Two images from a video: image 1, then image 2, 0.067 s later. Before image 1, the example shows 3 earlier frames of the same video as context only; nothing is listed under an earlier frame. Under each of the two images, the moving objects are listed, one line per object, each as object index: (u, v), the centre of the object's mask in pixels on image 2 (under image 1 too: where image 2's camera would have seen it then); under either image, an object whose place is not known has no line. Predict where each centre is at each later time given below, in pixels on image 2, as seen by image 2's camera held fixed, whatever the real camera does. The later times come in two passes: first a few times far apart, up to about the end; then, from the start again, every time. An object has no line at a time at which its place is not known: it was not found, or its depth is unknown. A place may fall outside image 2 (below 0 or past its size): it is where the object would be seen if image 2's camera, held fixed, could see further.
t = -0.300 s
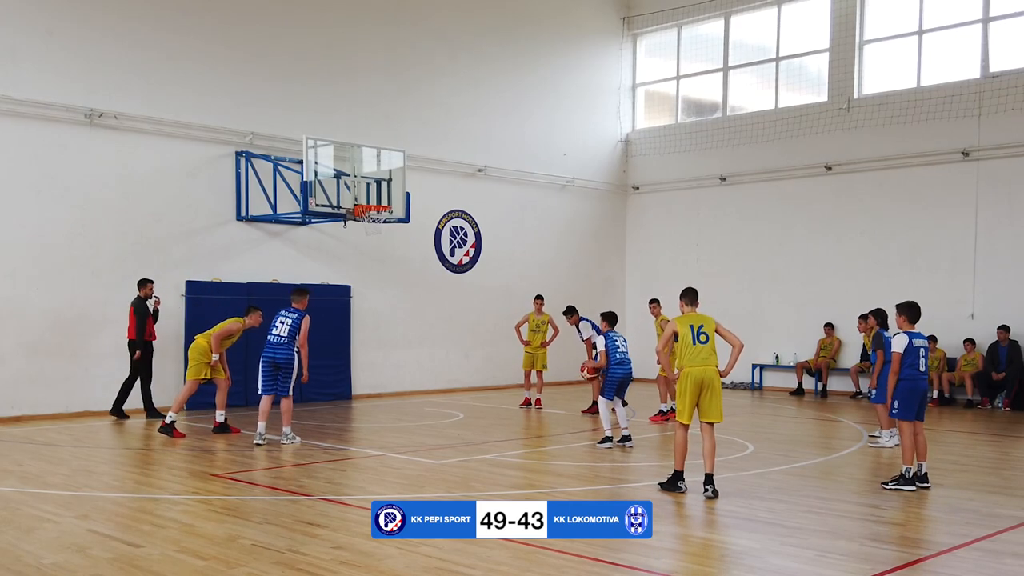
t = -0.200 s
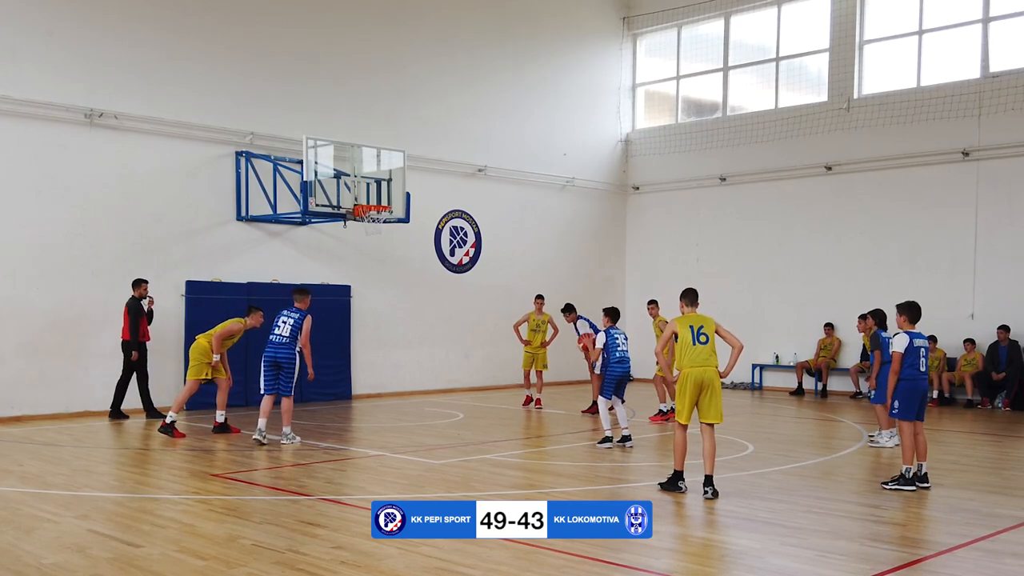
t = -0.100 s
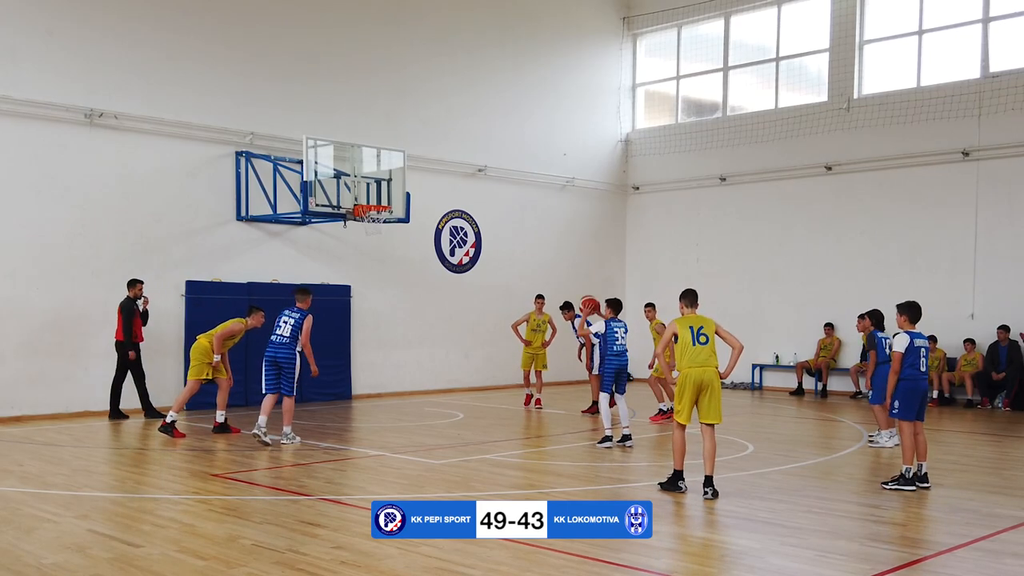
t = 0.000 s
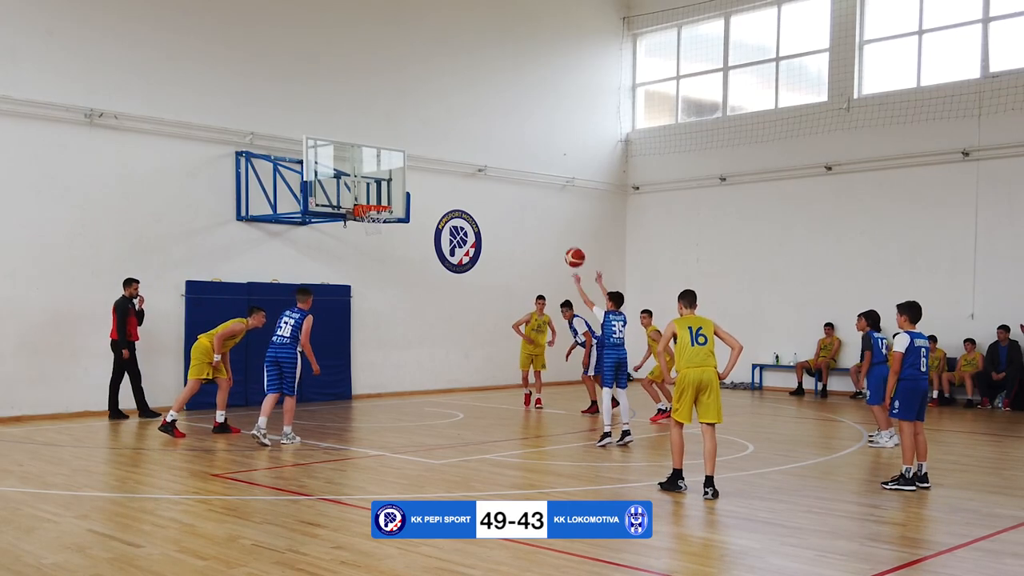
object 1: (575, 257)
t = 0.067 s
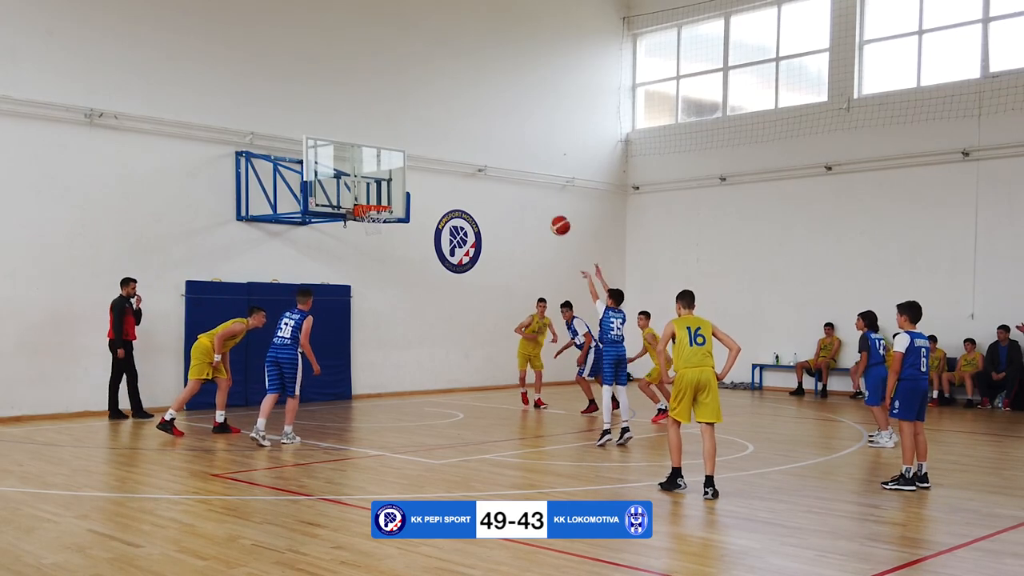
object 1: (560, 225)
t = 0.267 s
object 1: (518, 155)
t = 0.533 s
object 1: (468, 114)
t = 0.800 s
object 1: (423, 129)
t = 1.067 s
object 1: (383, 190)
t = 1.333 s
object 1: (361, 248)
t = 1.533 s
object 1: (353, 297)
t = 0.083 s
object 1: (556, 218)
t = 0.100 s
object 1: (553, 211)
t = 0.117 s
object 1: (549, 204)
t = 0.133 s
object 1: (546, 198)
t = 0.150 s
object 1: (542, 192)
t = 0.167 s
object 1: (539, 185)
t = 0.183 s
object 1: (535, 180)
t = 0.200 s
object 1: (532, 174)
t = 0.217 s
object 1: (528, 169)
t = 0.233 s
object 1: (525, 164)
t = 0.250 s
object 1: (521, 159)
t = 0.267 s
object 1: (518, 155)
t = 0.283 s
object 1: (515, 150)
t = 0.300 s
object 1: (512, 146)
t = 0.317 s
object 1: (508, 143)
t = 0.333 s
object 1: (505, 139)
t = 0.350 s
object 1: (502, 136)
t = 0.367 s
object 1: (499, 133)
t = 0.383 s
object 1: (496, 130)
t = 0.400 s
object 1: (493, 127)
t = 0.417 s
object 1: (490, 125)
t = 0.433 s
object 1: (486, 122)
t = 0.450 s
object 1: (483, 121)
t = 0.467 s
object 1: (480, 119)
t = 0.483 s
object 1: (477, 117)
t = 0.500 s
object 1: (474, 116)
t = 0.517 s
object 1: (471, 115)
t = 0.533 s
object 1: (468, 114)
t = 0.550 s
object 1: (465, 113)
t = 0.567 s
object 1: (462, 113)
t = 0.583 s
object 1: (459, 113)
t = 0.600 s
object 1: (457, 113)
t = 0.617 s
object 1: (454, 113)
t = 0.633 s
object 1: (451, 114)
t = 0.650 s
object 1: (448, 114)
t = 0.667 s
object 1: (445, 115)
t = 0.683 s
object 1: (442, 116)
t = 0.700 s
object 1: (439, 117)
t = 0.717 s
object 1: (436, 119)
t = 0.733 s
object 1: (434, 120)
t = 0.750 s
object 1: (431, 122)
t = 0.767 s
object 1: (428, 124)
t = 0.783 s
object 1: (425, 127)
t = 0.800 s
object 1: (423, 129)
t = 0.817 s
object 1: (420, 131)
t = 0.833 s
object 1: (417, 134)
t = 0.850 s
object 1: (415, 137)
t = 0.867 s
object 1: (412, 140)
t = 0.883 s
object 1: (410, 144)
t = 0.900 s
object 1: (407, 147)
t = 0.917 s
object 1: (405, 151)
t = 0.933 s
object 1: (402, 154)
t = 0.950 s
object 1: (400, 158)
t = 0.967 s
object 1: (397, 163)
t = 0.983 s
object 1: (395, 167)
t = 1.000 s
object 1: (392, 172)
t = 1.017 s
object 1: (390, 176)
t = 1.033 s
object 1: (388, 181)
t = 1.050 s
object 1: (385, 186)
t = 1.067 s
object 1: (383, 190)
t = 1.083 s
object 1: (380, 196)
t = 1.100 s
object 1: (378, 199)
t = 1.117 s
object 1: (375, 202)
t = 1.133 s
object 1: (375, 217)
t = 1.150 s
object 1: (372, 221)
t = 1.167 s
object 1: (369, 225)
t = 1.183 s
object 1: (367, 228)
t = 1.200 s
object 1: (366, 230)
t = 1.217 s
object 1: (365, 231)
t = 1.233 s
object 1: (364, 233)
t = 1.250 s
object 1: (364, 235)
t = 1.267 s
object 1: (363, 237)
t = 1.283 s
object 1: (362, 239)
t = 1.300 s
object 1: (362, 242)
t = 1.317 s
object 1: (362, 245)
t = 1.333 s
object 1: (361, 248)
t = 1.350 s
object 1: (360, 251)
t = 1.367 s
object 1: (359, 254)
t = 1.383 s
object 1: (359, 258)
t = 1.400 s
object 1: (358, 262)
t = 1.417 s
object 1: (357, 265)
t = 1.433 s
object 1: (356, 269)
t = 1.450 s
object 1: (356, 273)
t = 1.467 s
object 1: (356, 277)
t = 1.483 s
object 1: (355, 282)
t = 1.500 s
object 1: (354, 287)
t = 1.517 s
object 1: (353, 292)
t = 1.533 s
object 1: (353, 297)
